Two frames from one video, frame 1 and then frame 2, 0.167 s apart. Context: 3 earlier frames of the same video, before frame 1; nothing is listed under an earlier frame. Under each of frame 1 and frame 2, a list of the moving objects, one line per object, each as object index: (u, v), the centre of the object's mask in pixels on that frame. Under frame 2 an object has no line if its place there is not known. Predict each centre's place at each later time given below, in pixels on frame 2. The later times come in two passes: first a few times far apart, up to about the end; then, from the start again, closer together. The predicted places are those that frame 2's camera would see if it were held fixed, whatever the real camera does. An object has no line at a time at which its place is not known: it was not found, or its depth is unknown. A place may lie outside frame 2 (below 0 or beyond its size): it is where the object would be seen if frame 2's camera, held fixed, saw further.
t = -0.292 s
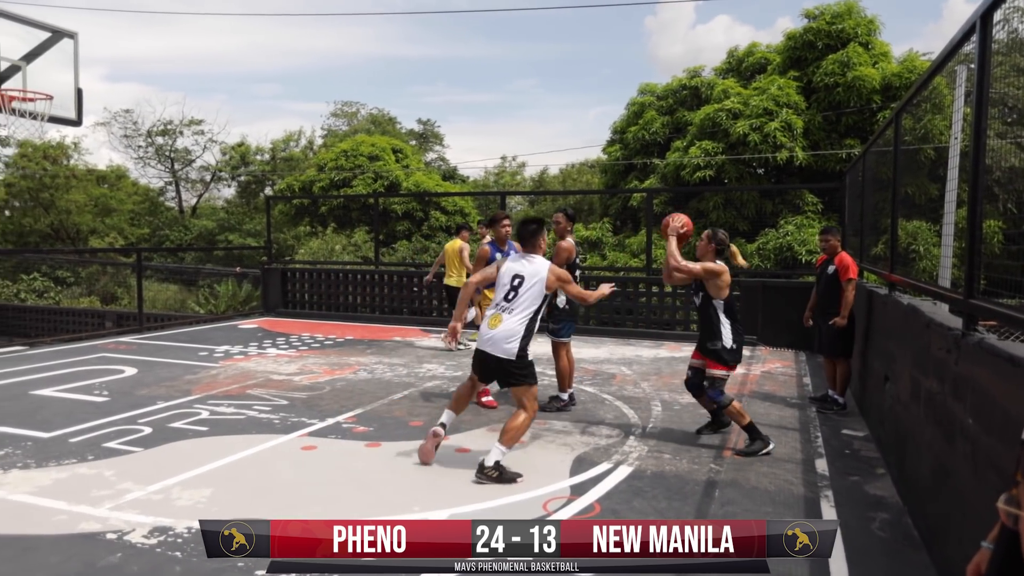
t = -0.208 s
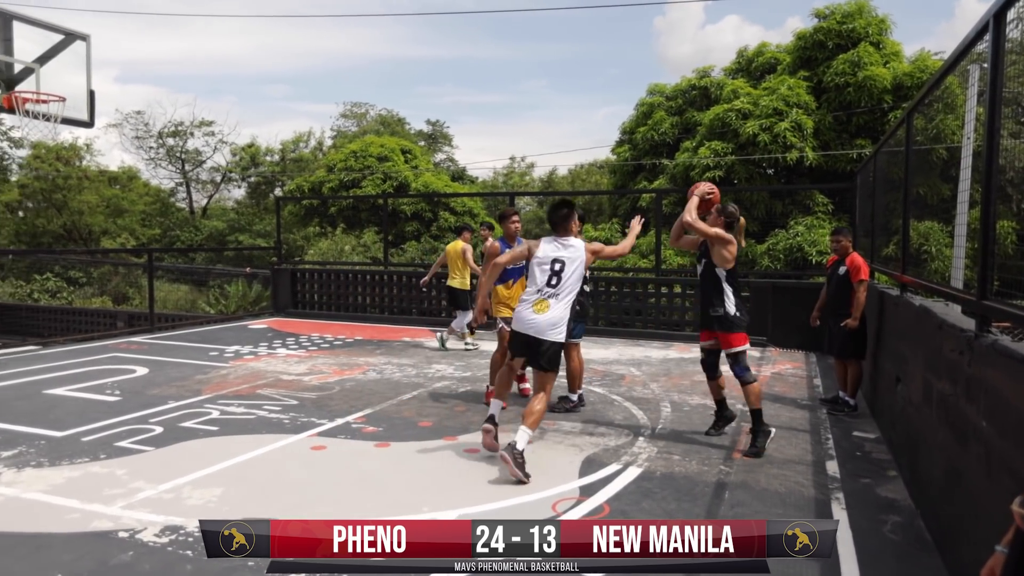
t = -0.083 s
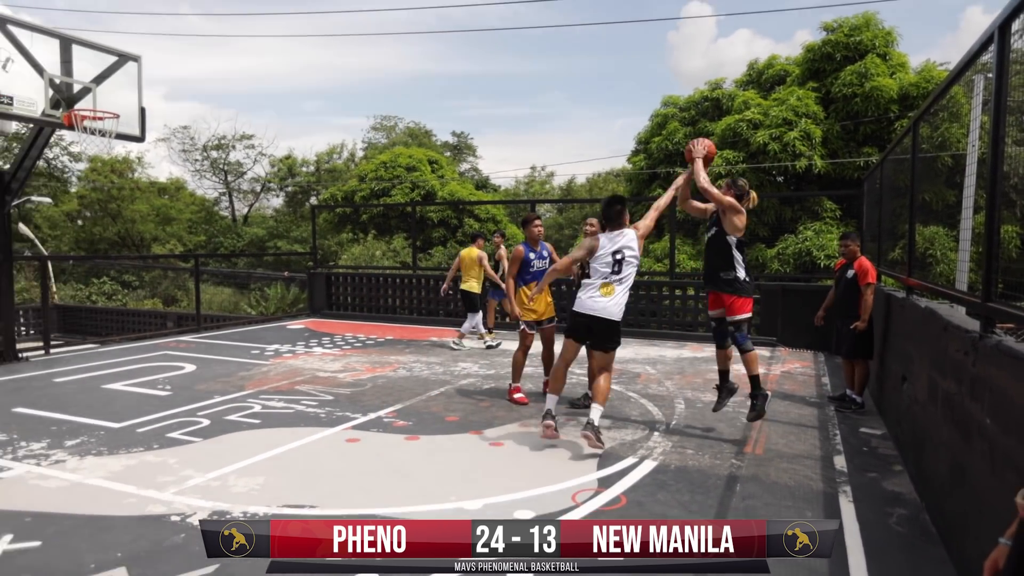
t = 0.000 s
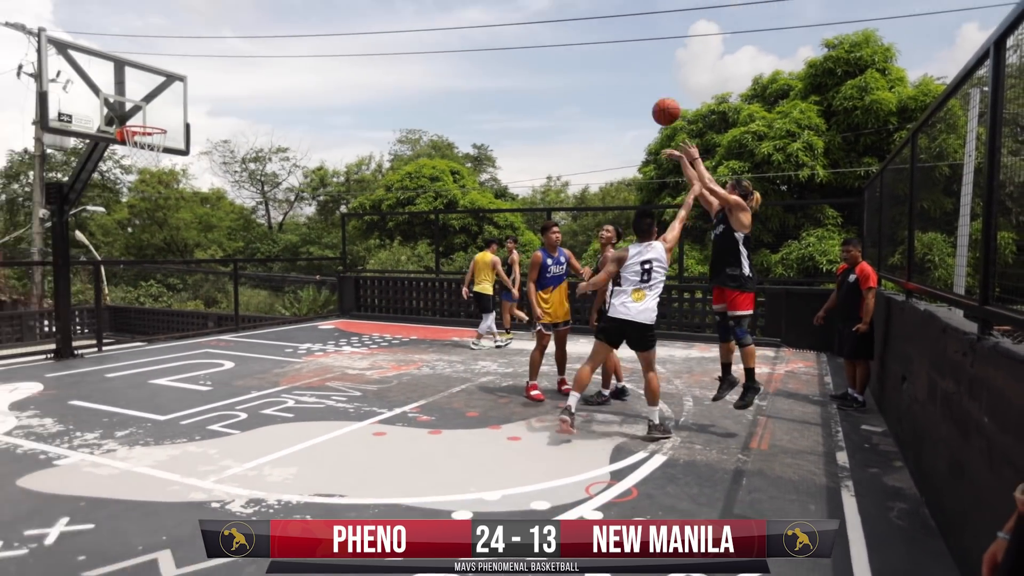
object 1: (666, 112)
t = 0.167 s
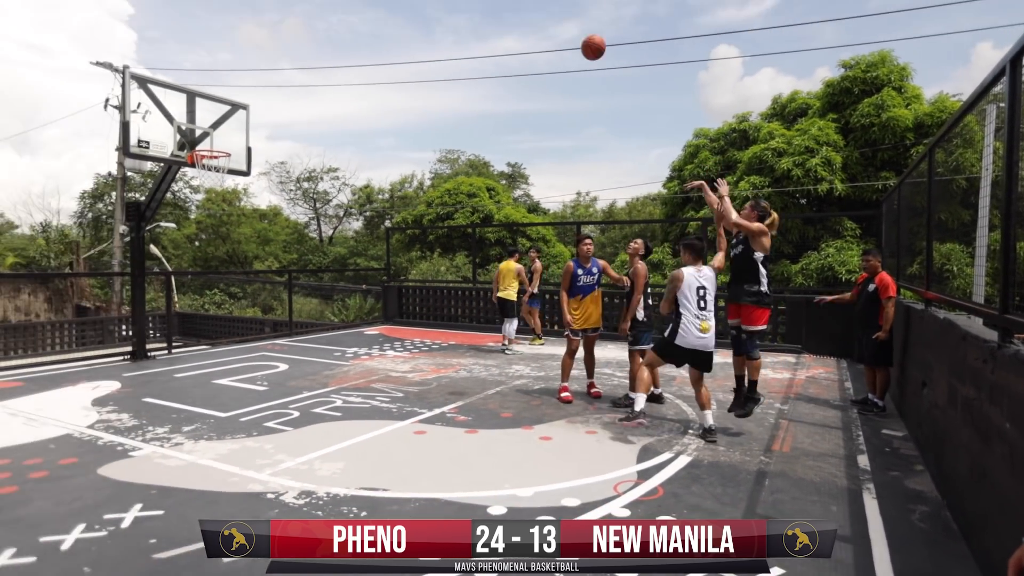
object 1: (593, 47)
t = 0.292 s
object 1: (533, 11)
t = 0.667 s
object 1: (371, -6)
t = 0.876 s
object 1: (302, 30)
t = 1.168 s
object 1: (217, 130)
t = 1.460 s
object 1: (260, 79)
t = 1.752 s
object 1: (328, 51)
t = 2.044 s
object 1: (391, 89)
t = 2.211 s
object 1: (424, 133)
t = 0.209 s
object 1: (576, 35)
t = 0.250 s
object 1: (550, 20)
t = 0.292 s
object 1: (533, 11)
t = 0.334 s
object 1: (509, 3)
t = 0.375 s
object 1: (493, 0)
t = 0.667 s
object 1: (371, -6)
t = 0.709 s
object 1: (359, -3)
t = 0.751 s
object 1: (341, 5)
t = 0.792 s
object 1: (330, 11)
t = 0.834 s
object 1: (313, 22)
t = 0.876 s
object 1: (302, 30)
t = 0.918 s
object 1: (287, 43)
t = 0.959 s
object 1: (276, 52)
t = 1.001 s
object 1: (262, 68)
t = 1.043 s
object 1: (252, 80)
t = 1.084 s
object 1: (239, 98)
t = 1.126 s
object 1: (230, 110)
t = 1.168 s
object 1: (217, 130)
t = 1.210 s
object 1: (208, 142)
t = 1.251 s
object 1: (215, 134)
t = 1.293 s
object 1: (222, 123)
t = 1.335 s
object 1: (233, 108)
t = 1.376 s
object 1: (241, 98)
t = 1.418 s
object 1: (252, 86)
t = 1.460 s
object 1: (260, 79)
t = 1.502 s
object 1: (271, 70)
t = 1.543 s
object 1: (279, 65)
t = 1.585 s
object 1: (290, 59)
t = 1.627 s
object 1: (298, 56)
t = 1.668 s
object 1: (309, 52)
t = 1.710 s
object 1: (317, 51)
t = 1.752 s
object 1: (328, 51)
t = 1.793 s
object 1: (336, 52)
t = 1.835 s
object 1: (347, 55)
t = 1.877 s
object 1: (355, 59)
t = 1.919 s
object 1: (366, 66)
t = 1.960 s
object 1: (373, 72)
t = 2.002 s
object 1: (384, 82)
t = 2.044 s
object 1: (391, 89)
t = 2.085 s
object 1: (401, 101)
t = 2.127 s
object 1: (408, 109)
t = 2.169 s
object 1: (418, 123)
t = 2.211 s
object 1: (424, 133)
